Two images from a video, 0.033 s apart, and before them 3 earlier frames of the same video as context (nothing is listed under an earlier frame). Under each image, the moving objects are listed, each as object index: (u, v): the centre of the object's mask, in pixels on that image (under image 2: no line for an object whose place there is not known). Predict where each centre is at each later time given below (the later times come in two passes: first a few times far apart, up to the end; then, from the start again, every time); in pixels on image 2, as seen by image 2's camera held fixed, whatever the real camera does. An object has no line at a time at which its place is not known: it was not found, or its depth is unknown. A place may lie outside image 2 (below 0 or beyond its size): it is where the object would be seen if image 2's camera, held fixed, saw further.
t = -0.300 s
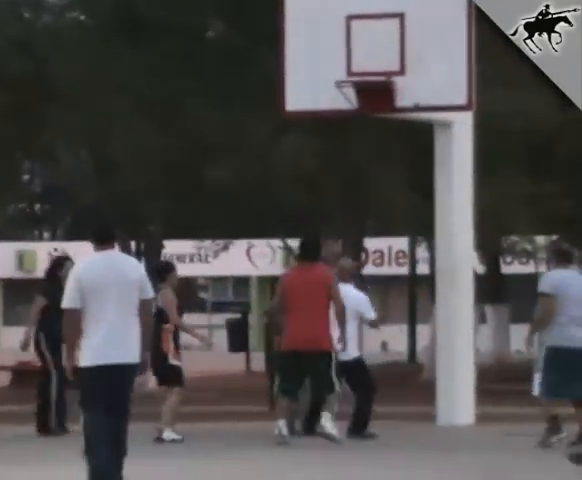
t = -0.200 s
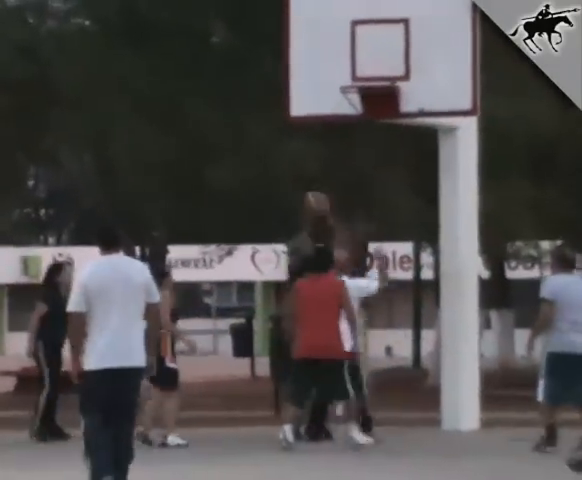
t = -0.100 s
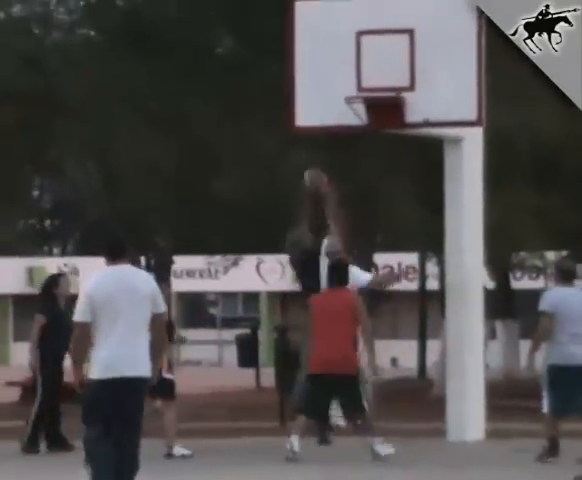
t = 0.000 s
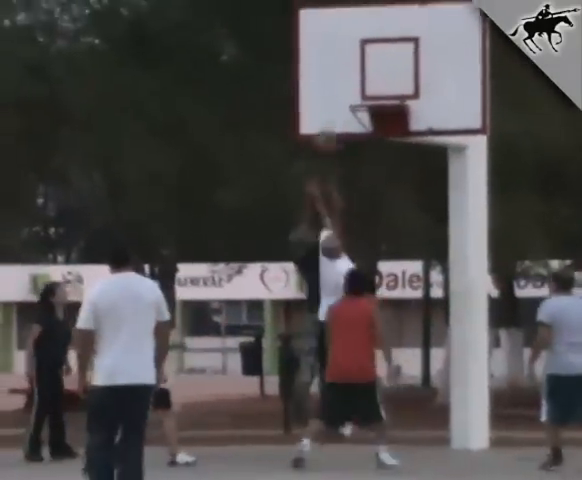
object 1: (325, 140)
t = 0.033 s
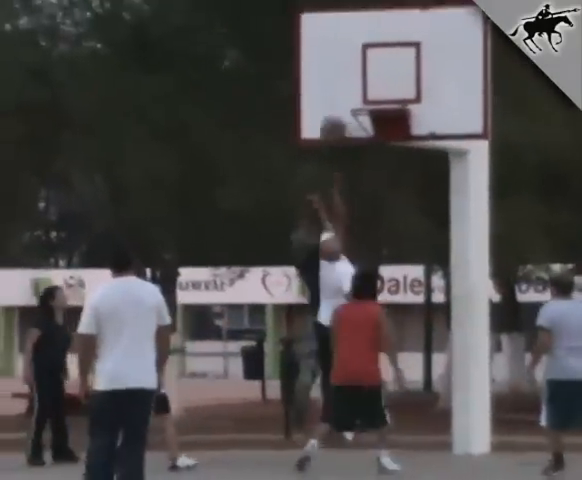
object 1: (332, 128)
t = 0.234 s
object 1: (359, 58)
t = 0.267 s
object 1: (363, 52)
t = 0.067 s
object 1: (339, 113)
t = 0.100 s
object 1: (343, 97)
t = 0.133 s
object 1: (351, 84)
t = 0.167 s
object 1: (352, 73)
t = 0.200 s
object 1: (356, 65)
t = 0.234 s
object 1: (359, 58)
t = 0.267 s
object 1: (363, 52)
